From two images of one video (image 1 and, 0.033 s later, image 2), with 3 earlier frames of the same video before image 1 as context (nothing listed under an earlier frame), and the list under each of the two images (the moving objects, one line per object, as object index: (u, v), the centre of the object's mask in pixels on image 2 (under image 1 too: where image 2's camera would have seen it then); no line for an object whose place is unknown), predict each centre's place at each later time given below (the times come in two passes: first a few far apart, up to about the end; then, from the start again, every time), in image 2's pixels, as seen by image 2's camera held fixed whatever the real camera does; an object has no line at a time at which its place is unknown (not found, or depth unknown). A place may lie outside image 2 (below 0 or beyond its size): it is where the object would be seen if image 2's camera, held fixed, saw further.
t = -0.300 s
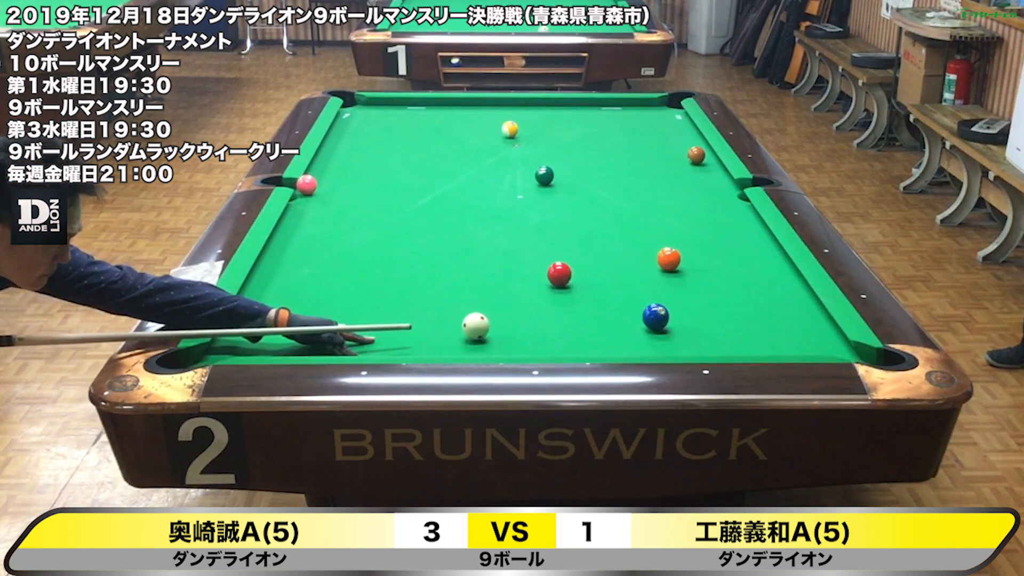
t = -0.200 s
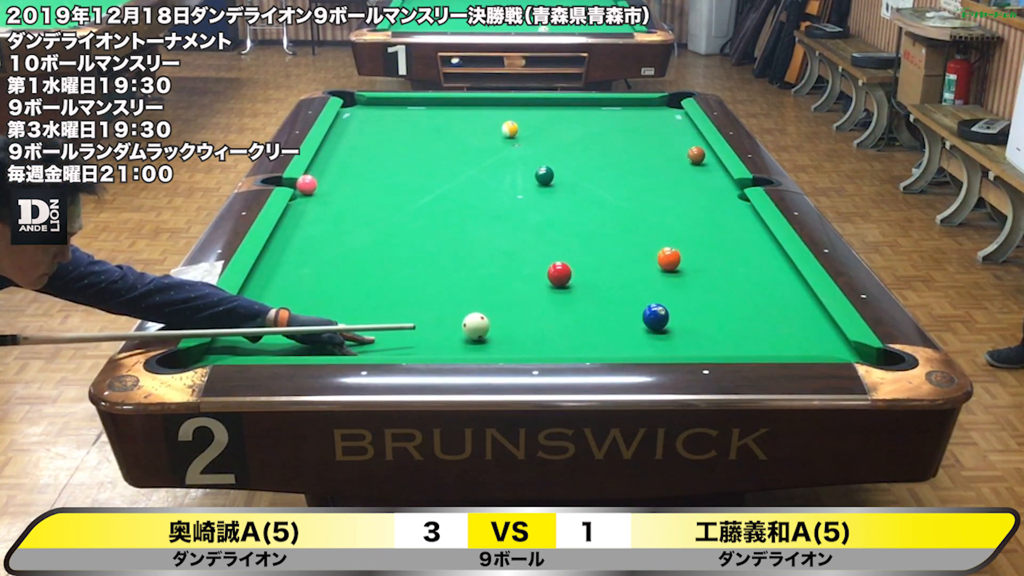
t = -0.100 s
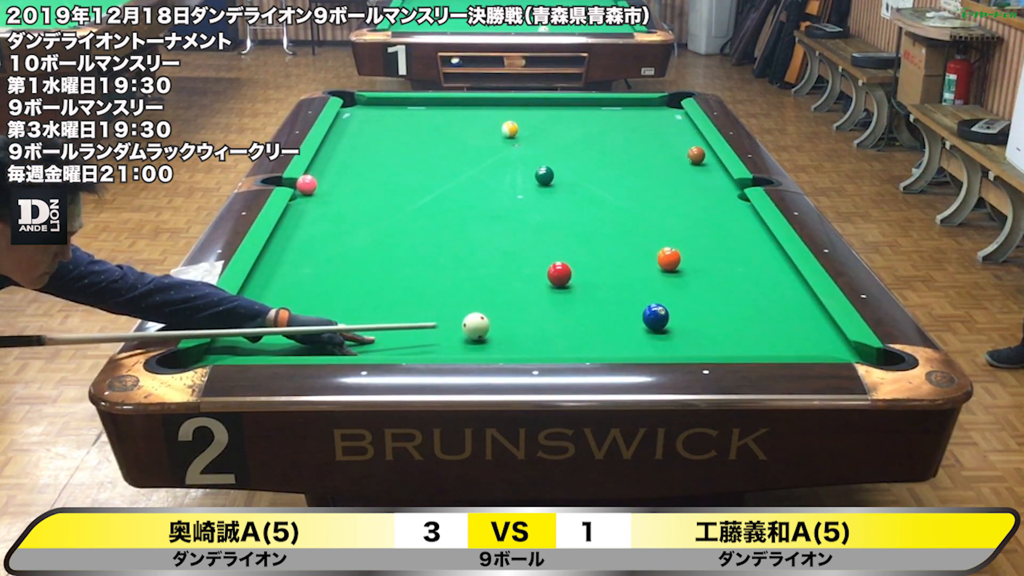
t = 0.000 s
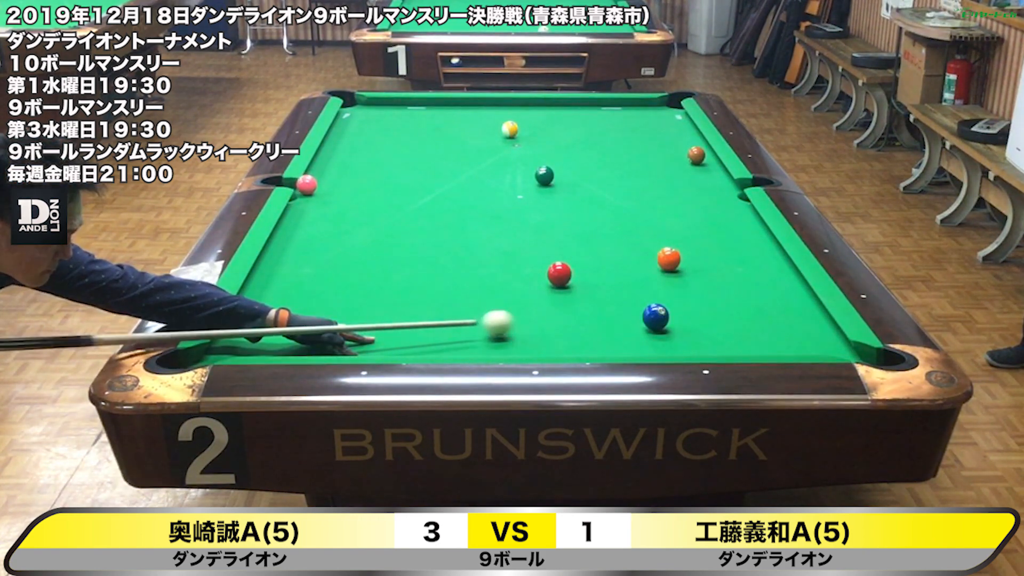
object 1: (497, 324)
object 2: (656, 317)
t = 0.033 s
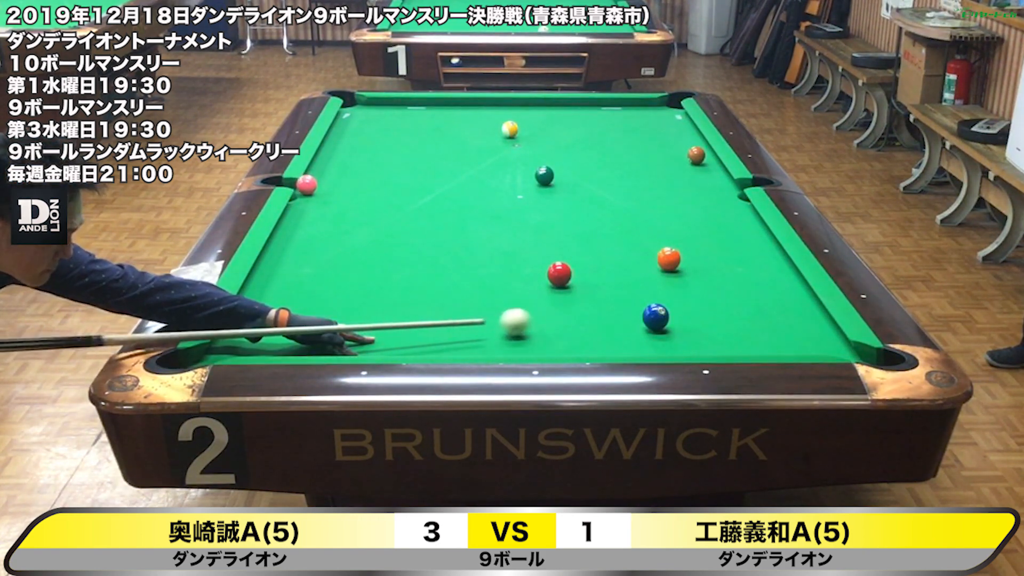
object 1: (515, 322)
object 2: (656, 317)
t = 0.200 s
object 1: (596, 314)
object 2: (656, 317)
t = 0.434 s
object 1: (671, 297)
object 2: (684, 324)
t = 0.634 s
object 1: (720, 281)
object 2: (719, 331)
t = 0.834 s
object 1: (764, 267)
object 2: (754, 339)
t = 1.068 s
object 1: (754, 256)
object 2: (794, 345)
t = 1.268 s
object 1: (726, 249)
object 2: (829, 349)
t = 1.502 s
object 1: (696, 241)
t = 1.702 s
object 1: (672, 235)
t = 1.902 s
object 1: (649, 229)
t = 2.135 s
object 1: (625, 224)
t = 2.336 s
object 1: (606, 219)
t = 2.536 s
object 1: (588, 214)
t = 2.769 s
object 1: (568, 210)
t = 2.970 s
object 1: (552, 206)
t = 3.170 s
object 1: (538, 203)
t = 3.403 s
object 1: (522, 199)
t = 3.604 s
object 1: (510, 196)
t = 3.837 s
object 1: (497, 194)
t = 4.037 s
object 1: (486, 191)
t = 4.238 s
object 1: (477, 189)
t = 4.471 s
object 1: (467, 187)
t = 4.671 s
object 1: (459, 185)
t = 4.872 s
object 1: (453, 184)
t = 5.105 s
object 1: (445, 182)
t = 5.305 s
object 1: (440, 181)
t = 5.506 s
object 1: (435, 180)
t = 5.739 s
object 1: (430, 180)
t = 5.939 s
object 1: (427, 179)
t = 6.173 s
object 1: (425, 178)
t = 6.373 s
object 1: (424, 178)
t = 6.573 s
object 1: (423, 178)
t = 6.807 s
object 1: (422, 178)
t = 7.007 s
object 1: (422, 178)
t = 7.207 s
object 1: (422, 178)
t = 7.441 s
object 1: (422, 178)
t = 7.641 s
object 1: (422, 178)
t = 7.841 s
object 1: (422, 178)
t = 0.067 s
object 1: (531, 320)
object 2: (656, 317)
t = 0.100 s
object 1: (548, 319)
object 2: (656, 317)
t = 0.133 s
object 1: (564, 317)
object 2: (656, 317)
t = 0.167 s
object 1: (580, 315)
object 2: (656, 317)
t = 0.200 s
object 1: (596, 314)
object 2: (656, 317)
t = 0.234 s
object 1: (611, 312)
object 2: (656, 317)
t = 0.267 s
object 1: (627, 311)
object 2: (655, 317)
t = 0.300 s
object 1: (636, 309)
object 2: (660, 318)
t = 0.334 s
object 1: (645, 305)
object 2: (667, 320)
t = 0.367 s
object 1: (654, 302)
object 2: (673, 321)
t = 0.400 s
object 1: (662, 300)
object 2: (679, 323)
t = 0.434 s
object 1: (671, 297)
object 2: (684, 324)
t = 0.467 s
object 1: (679, 294)
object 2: (690, 325)
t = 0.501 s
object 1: (688, 292)
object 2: (696, 326)
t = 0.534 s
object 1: (696, 289)
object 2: (702, 328)
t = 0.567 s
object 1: (704, 286)
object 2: (708, 329)
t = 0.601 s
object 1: (712, 284)
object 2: (714, 330)
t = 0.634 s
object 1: (720, 281)
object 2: (719, 331)
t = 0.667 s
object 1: (728, 279)
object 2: (725, 333)
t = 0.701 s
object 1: (735, 276)
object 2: (731, 334)
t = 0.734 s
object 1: (743, 274)
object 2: (737, 336)
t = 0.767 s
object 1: (750, 271)
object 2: (742, 337)
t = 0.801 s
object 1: (757, 269)
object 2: (748, 338)
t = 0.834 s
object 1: (764, 267)
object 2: (754, 339)
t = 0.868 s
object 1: (772, 264)
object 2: (759, 340)
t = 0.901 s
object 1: (779, 262)
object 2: (765, 341)
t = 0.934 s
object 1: (775, 261)
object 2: (771, 342)
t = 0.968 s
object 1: (769, 259)
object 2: (777, 343)
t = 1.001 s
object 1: (764, 258)
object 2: (782, 343)
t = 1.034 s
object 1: (759, 257)
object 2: (788, 344)
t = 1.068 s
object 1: (754, 256)
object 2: (794, 345)
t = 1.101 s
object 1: (750, 254)
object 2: (799, 345)
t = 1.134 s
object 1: (745, 253)
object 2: (805, 346)
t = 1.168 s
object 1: (740, 252)
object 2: (811, 347)
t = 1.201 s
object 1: (735, 251)
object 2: (817, 348)
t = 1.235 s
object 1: (731, 250)
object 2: (823, 348)
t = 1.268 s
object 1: (726, 249)
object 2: (829, 349)
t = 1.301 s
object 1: (722, 248)
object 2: (834, 350)
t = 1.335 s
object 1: (717, 246)
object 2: (840, 352)
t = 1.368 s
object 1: (713, 245)
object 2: (846, 353)
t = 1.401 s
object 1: (709, 244)
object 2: (852, 354)
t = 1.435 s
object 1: (704, 243)
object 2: (858, 356)
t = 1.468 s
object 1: (700, 242)
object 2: (862, 360)
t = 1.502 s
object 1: (696, 241)
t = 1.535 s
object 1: (692, 240)
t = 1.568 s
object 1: (688, 239)
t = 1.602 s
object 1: (684, 238)
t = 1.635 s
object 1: (680, 237)
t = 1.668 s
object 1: (676, 236)
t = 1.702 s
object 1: (672, 235)
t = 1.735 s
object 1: (668, 234)
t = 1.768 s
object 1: (664, 233)
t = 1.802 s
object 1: (660, 232)
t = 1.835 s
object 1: (656, 231)
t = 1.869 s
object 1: (653, 230)
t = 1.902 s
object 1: (649, 229)
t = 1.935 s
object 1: (646, 228)
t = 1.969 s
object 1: (642, 227)
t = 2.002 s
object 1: (639, 227)
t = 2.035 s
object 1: (635, 226)
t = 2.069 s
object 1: (631, 225)
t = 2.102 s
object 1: (628, 224)
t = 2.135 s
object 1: (625, 224)
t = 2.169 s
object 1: (621, 223)
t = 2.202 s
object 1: (618, 222)
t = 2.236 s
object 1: (615, 221)
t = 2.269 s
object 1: (612, 220)
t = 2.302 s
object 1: (609, 220)
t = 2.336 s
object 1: (606, 219)
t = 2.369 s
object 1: (602, 218)
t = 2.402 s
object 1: (599, 217)
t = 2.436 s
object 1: (596, 217)
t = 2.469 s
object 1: (593, 216)
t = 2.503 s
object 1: (591, 215)
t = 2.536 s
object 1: (588, 214)
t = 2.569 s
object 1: (585, 214)
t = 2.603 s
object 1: (582, 213)
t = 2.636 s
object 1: (579, 213)
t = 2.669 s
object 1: (576, 212)
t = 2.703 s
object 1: (573, 211)
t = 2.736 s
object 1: (571, 210)
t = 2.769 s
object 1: (568, 210)
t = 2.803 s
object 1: (565, 209)
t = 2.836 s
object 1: (563, 209)
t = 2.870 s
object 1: (560, 208)
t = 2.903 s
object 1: (557, 207)
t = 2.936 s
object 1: (555, 207)
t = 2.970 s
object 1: (552, 206)
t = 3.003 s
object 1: (550, 205)
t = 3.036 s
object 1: (548, 205)
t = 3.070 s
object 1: (545, 204)
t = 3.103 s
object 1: (543, 204)
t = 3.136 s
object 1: (540, 203)
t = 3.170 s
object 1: (538, 203)
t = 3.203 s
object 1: (536, 202)
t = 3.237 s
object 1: (533, 202)
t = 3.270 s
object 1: (531, 201)
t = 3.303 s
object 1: (529, 201)
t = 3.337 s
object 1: (527, 200)
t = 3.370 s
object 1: (524, 200)
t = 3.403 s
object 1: (522, 199)
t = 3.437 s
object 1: (520, 199)
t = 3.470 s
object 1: (518, 198)
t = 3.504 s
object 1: (516, 198)
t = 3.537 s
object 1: (514, 198)
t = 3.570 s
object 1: (512, 197)
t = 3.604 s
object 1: (510, 196)
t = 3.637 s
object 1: (508, 196)
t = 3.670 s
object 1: (506, 196)
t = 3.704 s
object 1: (504, 195)
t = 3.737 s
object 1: (502, 195)
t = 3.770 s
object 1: (500, 194)
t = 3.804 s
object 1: (498, 194)
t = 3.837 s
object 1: (497, 194)
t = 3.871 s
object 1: (495, 193)
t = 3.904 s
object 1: (493, 193)
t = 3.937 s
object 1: (492, 192)
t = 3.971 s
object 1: (490, 192)
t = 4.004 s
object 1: (488, 191)
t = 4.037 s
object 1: (486, 191)
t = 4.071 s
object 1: (485, 191)
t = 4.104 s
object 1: (483, 191)
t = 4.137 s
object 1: (481, 190)
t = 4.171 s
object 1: (480, 190)
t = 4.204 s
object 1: (478, 189)
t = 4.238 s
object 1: (477, 189)
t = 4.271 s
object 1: (476, 189)
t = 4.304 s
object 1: (474, 188)
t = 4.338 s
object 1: (473, 188)
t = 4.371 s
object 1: (471, 188)
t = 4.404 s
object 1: (470, 187)
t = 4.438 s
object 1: (468, 187)
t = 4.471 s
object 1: (467, 187)
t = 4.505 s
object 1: (466, 186)
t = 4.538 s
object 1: (464, 186)
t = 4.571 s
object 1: (463, 186)
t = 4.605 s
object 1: (462, 186)
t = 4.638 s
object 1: (461, 185)
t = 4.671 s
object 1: (459, 185)
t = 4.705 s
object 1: (458, 185)
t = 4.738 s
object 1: (457, 185)
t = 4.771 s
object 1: (456, 185)
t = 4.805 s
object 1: (454, 184)
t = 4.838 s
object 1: (454, 184)
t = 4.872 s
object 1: (453, 184)
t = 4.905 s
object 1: (451, 184)
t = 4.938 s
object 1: (450, 183)
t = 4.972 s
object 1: (449, 183)
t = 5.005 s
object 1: (448, 183)
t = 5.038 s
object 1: (447, 183)
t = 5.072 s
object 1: (446, 183)
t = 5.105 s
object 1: (445, 182)
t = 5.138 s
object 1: (444, 182)
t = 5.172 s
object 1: (443, 182)
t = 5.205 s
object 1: (442, 182)
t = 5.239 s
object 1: (442, 182)
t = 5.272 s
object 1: (441, 181)
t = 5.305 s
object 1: (440, 181)
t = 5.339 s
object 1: (439, 181)
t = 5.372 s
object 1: (438, 181)
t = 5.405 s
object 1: (437, 181)
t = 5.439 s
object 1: (437, 181)
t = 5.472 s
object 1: (436, 181)
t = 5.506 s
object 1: (435, 180)
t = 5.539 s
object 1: (434, 180)
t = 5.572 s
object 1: (433, 180)
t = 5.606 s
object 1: (433, 180)
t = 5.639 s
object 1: (432, 180)
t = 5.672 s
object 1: (432, 180)
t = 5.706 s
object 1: (431, 180)
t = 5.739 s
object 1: (430, 180)
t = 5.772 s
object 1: (430, 179)
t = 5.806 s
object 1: (429, 179)
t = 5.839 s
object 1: (429, 179)
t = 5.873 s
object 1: (428, 179)
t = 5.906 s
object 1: (428, 179)
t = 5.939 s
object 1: (427, 179)
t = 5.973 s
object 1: (427, 179)
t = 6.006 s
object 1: (426, 179)
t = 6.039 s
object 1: (426, 179)
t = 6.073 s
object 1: (425, 179)
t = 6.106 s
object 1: (425, 179)
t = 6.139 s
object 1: (425, 179)
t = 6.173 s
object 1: (425, 178)
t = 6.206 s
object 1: (424, 179)
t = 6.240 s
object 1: (424, 179)
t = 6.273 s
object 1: (424, 178)
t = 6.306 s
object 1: (424, 178)
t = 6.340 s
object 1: (424, 178)
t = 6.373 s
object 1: (424, 178)
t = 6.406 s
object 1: (423, 178)
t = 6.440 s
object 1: (423, 178)
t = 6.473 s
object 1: (423, 178)
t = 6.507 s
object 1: (423, 178)
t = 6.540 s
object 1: (423, 178)
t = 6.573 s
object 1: (423, 178)
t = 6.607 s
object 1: (423, 178)
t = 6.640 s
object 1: (423, 178)
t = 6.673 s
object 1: (423, 178)
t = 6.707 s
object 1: (423, 178)
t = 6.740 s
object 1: (422, 178)
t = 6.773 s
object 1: (422, 178)
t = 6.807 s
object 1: (422, 178)
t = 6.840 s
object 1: (422, 178)
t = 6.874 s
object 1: (422, 178)
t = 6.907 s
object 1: (422, 178)
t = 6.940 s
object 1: (422, 178)
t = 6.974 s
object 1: (422, 178)
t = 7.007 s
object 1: (422, 178)
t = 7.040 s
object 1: (422, 178)
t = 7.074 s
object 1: (422, 178)
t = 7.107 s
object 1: (422, 178)
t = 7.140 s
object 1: (422, 178)
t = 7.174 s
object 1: (422, 178)
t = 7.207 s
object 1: (422, 178)
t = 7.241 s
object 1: (422, 178)
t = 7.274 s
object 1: (422, 178)
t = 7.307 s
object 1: (422, 178)
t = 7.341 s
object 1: (422, 178)
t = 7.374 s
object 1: (422, 178)
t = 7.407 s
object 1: (422, 178)
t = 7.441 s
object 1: (422, 178)
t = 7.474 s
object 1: (422, 178)
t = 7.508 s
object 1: (422, 178)
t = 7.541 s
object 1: (422, 178)
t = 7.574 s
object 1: (422, 178)
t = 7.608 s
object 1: (422, 178)
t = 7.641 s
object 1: (422, 178)
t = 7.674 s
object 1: (422, 178)
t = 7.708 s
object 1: (422, 178)
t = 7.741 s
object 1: (422, 178)
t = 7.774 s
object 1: (422, 178)
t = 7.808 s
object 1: (422, 178)
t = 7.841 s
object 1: (422, 178)
